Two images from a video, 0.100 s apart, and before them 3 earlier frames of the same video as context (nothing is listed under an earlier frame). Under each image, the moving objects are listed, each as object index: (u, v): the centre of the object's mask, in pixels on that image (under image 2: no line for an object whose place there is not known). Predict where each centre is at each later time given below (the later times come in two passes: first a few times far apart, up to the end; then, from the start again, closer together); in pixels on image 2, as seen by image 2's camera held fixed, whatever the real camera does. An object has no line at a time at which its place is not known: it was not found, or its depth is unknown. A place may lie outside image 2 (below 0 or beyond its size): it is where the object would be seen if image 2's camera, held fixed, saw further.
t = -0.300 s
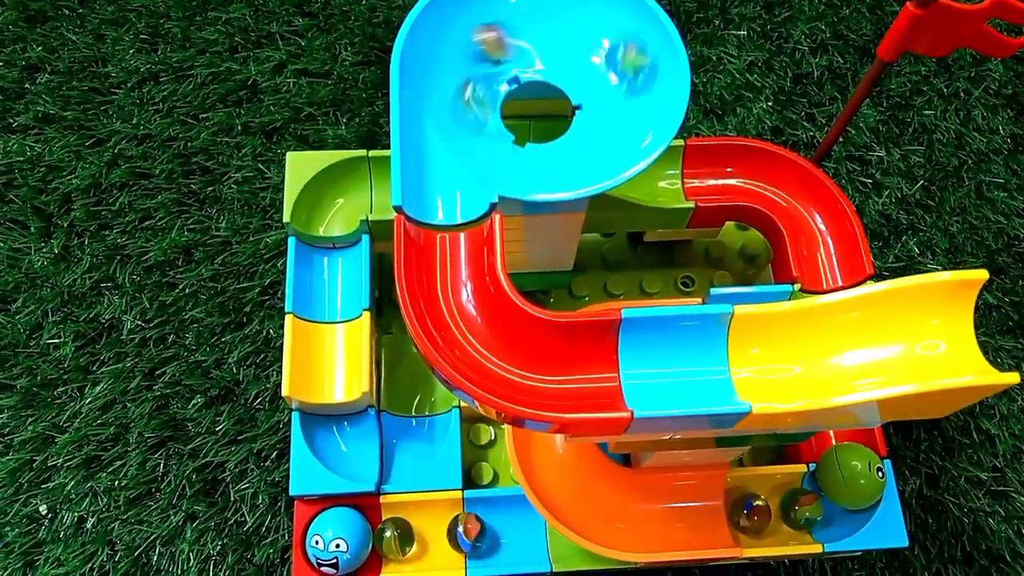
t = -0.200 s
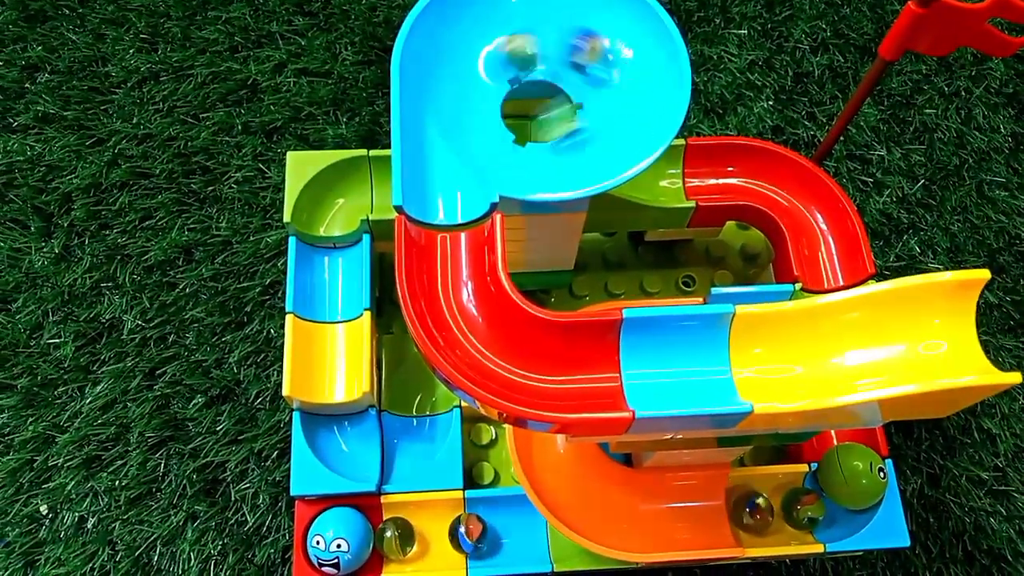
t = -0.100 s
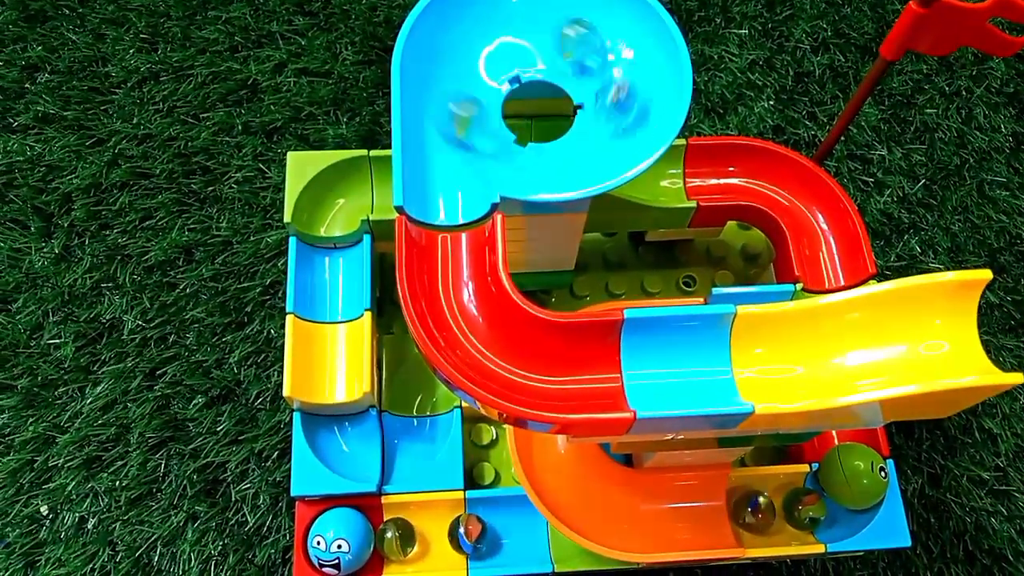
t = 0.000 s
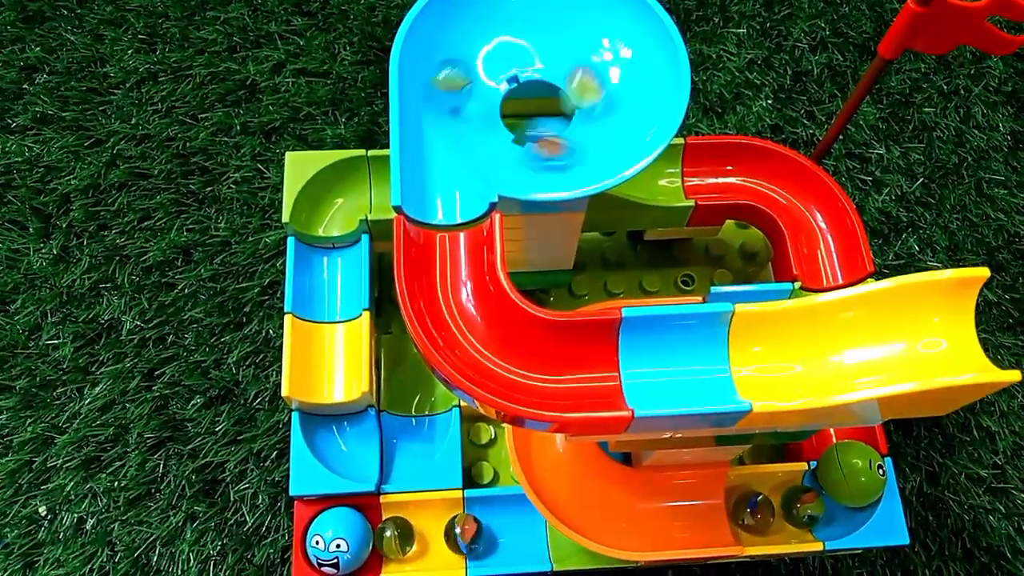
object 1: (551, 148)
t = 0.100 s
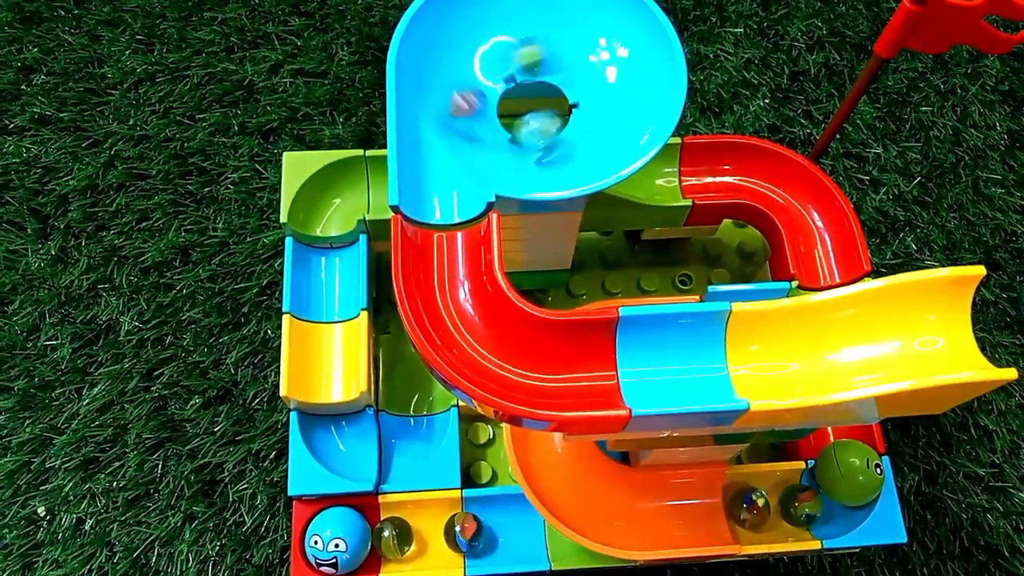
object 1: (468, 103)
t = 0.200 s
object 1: (467, 52)
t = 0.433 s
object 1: (609, 103)
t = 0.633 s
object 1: (482, 116)
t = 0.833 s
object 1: (527, 40)
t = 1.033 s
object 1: (584, 123)
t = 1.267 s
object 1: (470, 77)
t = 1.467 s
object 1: (572, 58)
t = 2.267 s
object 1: (552, 129)
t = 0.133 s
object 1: (460, 85)
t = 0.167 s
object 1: (459, 67)
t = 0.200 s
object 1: (467, 52)
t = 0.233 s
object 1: (486, 41)
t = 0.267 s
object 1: (515, 37)
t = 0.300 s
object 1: (545, 40)
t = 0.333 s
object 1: (571, 49)
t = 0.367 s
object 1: (592, 61)
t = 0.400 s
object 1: (606, 86)
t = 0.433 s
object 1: (609, 103)
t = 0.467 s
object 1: (600, 115)
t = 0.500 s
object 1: (580, 132)
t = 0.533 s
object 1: (556, 141)
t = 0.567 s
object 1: (530, 140)
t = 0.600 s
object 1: (506, 131)
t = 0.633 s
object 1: (482, 116)
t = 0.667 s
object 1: (467, 94)
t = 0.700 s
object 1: (464, 75)
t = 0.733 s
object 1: (467, 59)
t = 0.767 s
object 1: (480, 49)
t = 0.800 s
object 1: (502, 42)
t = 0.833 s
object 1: (527, 40)
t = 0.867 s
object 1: (553, 45)
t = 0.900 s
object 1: (576, 54)
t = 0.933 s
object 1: (592, 71)
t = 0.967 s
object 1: (596, 86)
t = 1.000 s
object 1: (596, 105)
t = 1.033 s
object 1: (584, 123)
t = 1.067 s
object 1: (565, 133)
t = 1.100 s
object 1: (544, 136)
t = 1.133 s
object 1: (520, 131)
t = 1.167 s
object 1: (502, 128)
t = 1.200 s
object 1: (479, 110)
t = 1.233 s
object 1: (467, 94)
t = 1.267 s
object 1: (470, 77)
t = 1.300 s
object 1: (477, 62)
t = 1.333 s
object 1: (489, 51)
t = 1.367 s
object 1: (511, 45)
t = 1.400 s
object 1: (533, 45)
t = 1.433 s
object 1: (554, 50)
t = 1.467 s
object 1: (572, 58)
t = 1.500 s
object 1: (588, 73)
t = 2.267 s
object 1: (552, 129)
